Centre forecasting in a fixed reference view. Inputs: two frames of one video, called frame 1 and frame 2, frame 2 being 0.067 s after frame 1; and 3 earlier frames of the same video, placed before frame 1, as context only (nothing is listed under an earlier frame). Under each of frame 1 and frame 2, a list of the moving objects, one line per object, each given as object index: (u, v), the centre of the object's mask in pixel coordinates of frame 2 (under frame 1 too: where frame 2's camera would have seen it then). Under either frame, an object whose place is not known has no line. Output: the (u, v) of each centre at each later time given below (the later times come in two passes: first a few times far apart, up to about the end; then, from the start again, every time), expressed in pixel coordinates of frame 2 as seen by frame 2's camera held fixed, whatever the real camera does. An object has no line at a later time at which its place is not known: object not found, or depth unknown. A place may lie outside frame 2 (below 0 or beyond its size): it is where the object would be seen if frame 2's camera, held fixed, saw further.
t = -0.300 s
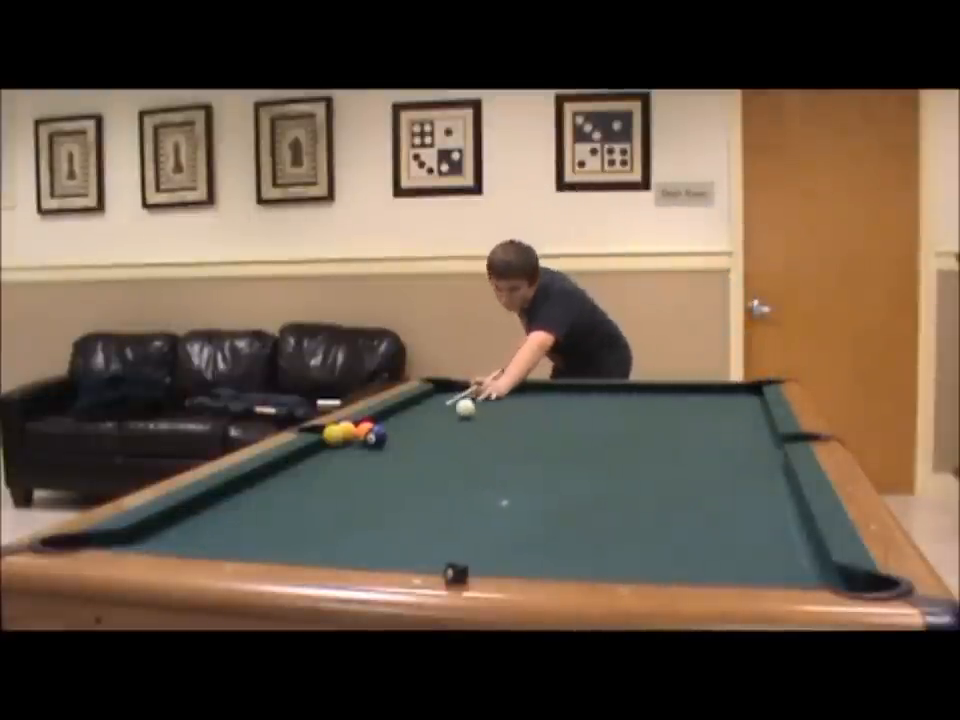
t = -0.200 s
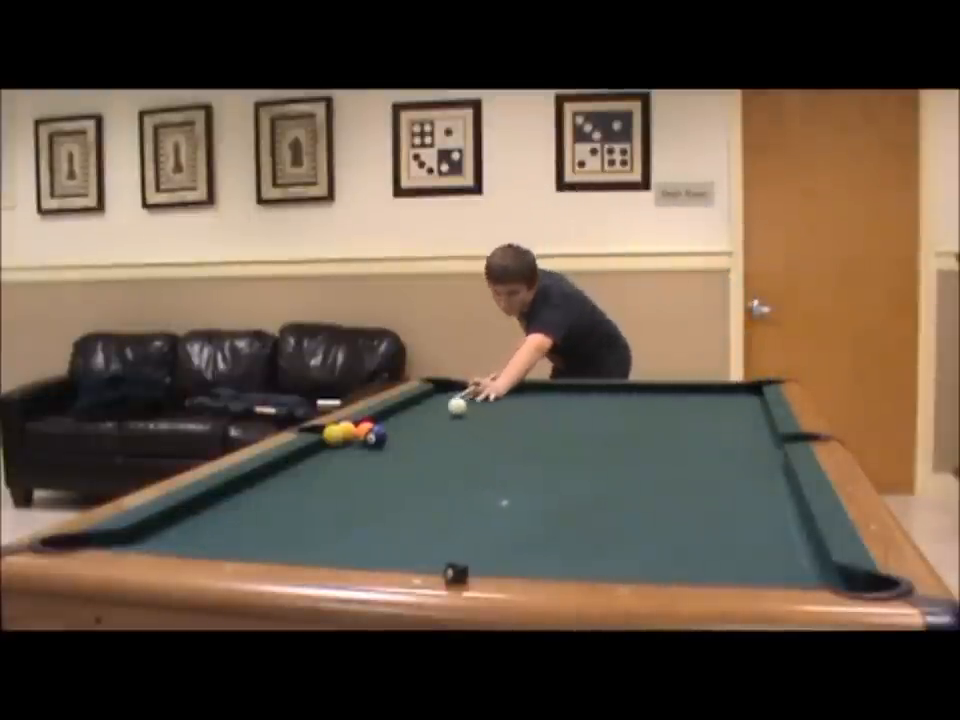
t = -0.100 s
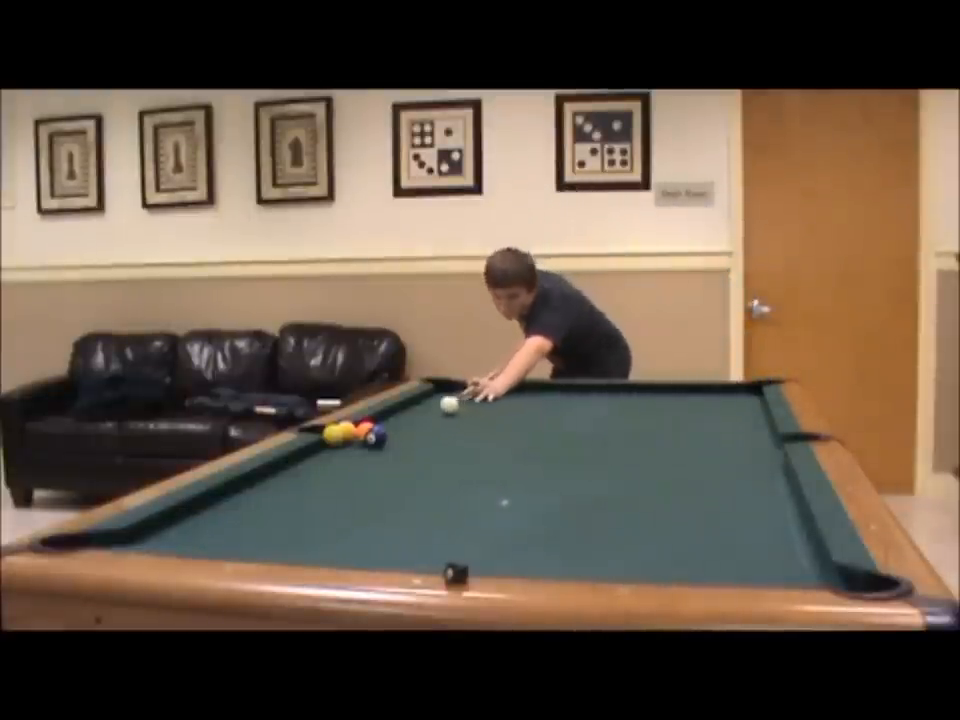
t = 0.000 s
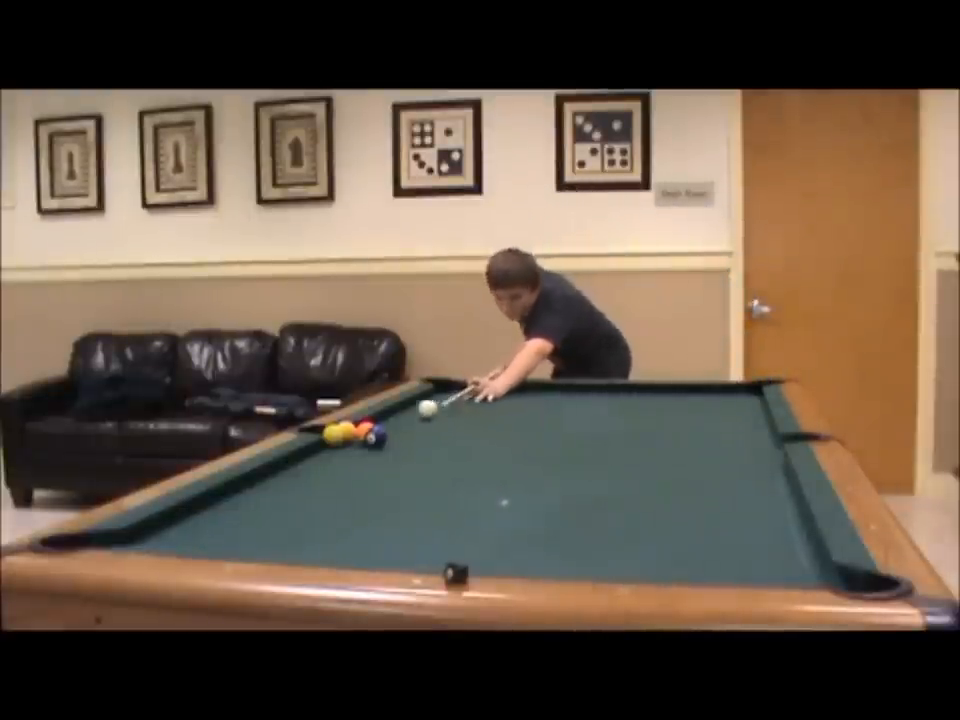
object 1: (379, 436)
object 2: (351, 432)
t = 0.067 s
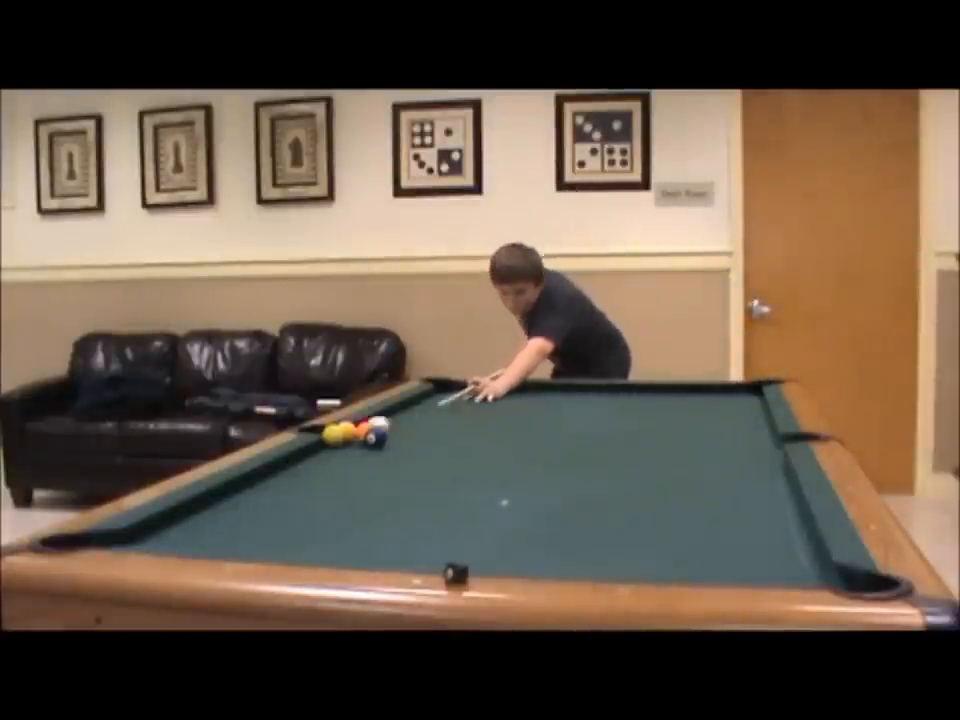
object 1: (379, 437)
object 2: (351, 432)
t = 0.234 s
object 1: (476, 470)
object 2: (323, 449)
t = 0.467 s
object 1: (676, 539)
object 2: (259, 474)
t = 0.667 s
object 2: (215, 498)
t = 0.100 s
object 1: (391, 438)
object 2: (355, 435)
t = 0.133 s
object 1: (410, 449)
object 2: (348, 441)
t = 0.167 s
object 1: (431, 456)
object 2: (340, 444)
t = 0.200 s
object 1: (452, 464)
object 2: (331, 447)
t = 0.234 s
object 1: (476, 470)
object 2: (323, 449)
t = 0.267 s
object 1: (502, 483)
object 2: (314, 452)
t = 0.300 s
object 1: (529, 488)
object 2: (305, 456)
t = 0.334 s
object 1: (555, 499)
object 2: (296, 459)
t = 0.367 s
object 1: (583, 509)
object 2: (286, 463)
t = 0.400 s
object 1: (610, 518)
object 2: (276, 467)
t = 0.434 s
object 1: (645, 530)
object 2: (266, 471)
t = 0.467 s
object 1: (676, 539)
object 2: (259, 474)
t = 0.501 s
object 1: (713, 552)
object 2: (252, 478)
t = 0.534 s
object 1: (752, 560)
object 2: (245, 481)
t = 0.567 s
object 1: (795, 571)
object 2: (238, 485)
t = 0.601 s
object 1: (847, 584)
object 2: (231, 489)
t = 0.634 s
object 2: (223, 493)
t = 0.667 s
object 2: (215, 498)
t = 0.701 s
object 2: (207, 502)
